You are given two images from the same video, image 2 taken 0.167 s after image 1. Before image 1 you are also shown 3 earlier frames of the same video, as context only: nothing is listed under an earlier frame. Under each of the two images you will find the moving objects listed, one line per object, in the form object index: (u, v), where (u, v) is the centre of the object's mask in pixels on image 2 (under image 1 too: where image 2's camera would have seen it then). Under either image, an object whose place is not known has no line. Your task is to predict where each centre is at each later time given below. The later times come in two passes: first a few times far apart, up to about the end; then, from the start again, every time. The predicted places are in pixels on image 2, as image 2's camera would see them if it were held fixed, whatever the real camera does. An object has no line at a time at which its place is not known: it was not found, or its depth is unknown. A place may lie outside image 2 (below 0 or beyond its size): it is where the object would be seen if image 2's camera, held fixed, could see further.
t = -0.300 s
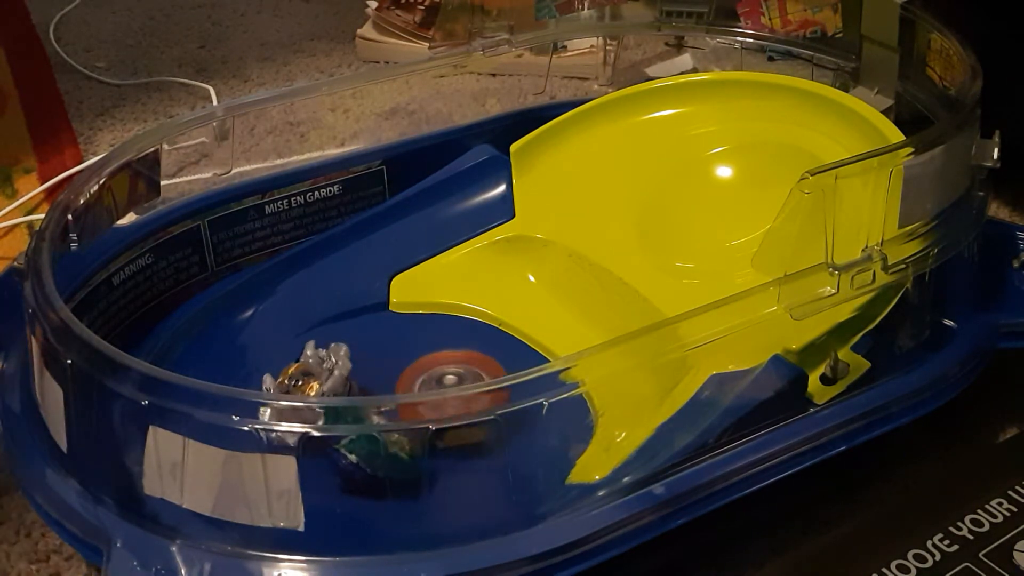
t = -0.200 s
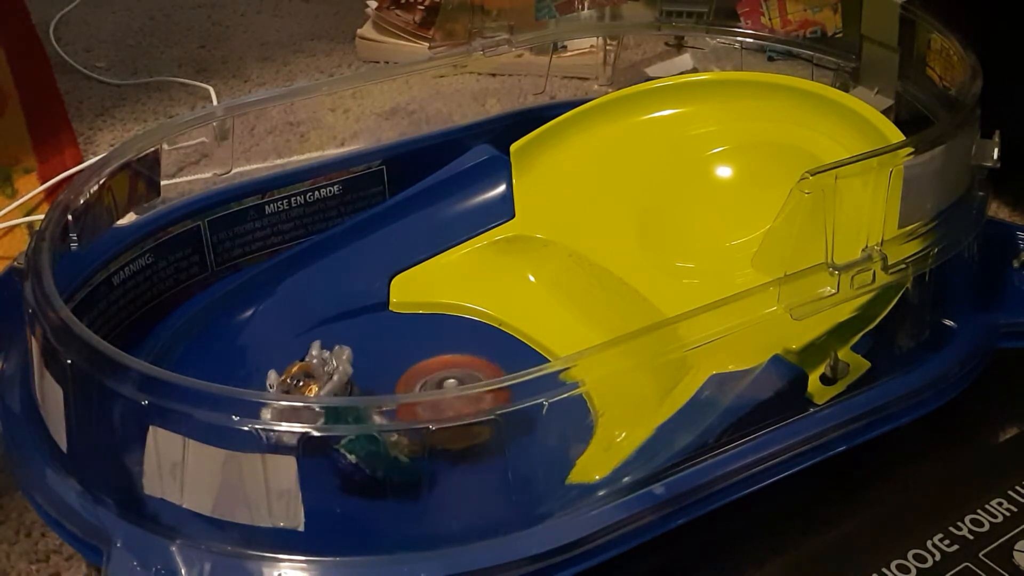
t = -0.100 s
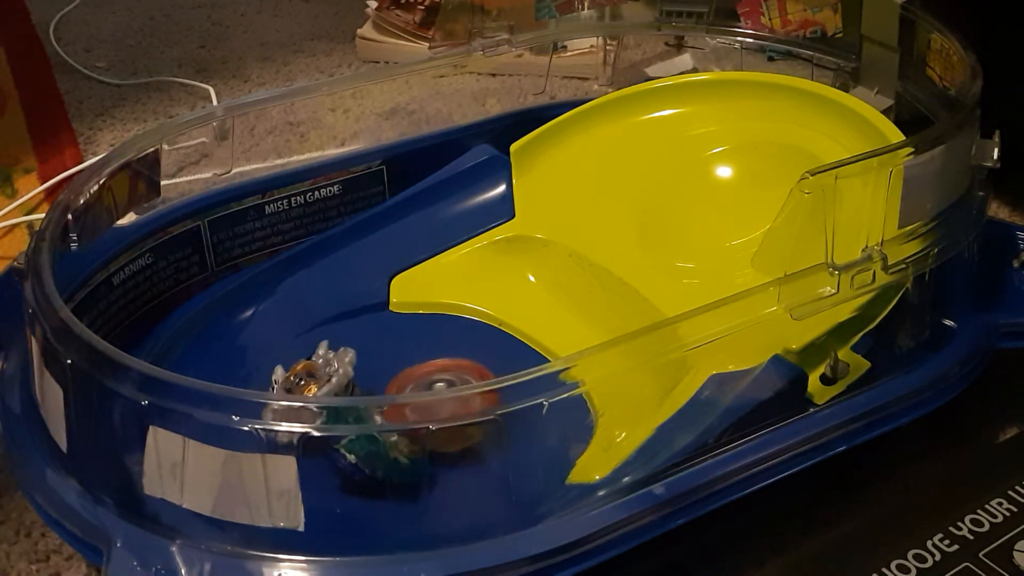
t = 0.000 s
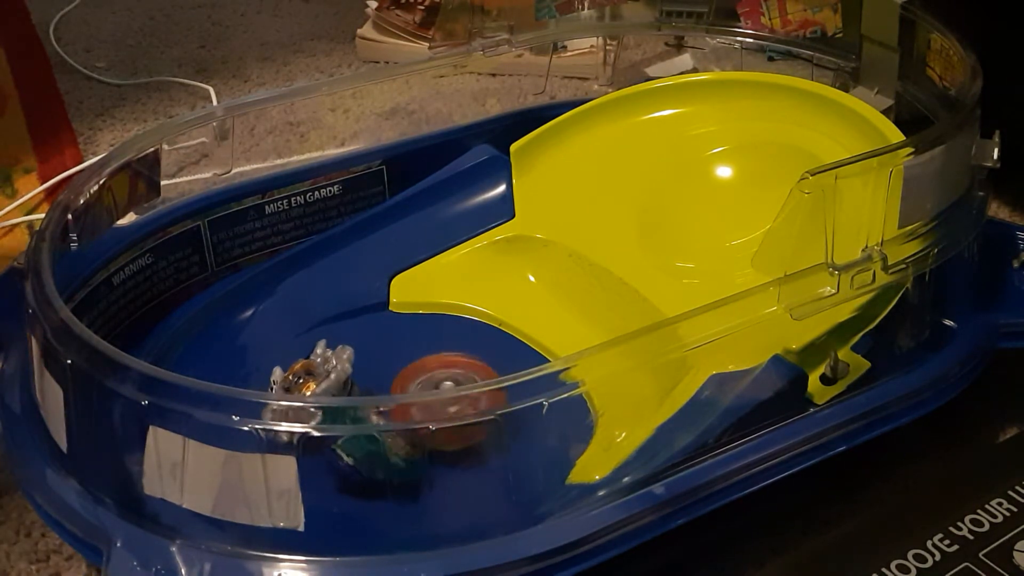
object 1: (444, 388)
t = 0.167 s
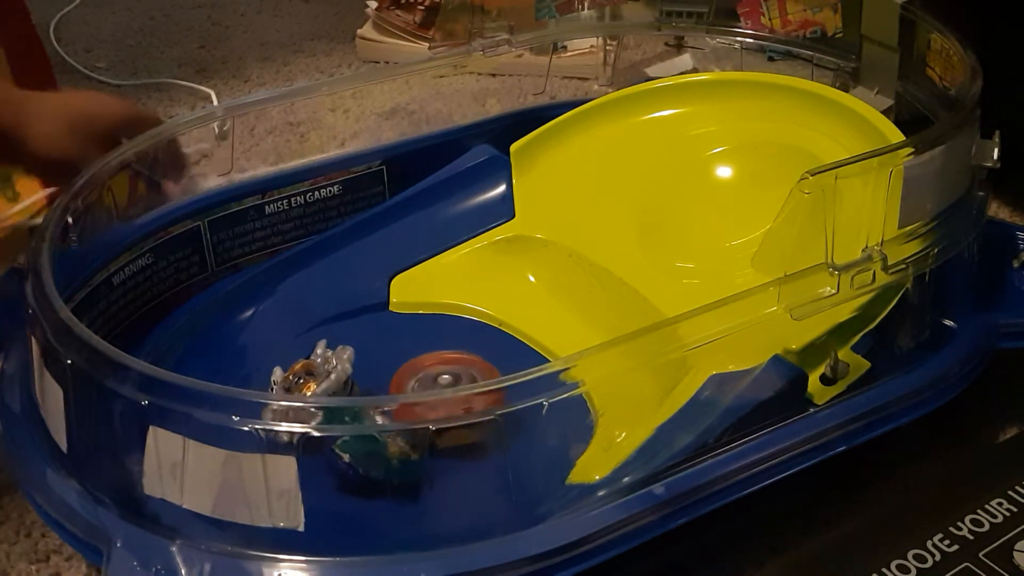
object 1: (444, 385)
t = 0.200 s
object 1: (440, 385)
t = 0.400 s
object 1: (418, 379)
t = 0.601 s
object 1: (413, 377)
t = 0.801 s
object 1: (431, 379)
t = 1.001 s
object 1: (451, 380)
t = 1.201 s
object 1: (436, 382)
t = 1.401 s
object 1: (406, 376)
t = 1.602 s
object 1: (428, 377)
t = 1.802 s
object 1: (437, 389)
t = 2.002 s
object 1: (445, 386)
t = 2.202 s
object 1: (432, 379)
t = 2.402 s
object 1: (411, 362)
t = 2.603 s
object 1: (409, 371)
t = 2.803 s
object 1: (430, 385)
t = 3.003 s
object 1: (426, 391)
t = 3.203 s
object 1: (411, 377)
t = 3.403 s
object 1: (416, 377)
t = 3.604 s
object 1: (433, 384)
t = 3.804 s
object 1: (411, 383)
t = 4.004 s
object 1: (424, 376)
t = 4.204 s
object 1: (432, 379)
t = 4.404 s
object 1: (438, 390)
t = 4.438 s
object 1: (436, 400)
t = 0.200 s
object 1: (440, 385)
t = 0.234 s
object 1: (438, 383)
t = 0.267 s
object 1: (435, 382)
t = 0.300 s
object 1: (428, 381)
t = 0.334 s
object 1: (423, 380)
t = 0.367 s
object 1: (419, 379)
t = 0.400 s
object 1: (418, 379)
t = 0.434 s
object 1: (416, 378)
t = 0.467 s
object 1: (414, 377)
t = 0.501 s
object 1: (414, 376)
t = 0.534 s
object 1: (415, 376)
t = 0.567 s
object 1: (414, 376)
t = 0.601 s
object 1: (413, 377)
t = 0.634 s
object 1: (414, 378)
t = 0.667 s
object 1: (416, 378)
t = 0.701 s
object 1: (417, 379)
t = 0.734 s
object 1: (418, 381)
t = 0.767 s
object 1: (429, 379)
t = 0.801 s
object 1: (431, 379)
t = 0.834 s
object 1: (434, 379)
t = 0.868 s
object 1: (438, 378)
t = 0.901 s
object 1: (442, 379)
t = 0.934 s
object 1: (448, 380)
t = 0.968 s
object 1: (451, 379)
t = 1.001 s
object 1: (451, 380)
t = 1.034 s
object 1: (452, 381)
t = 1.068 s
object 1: (453, 380)
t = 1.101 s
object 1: (449, 381)
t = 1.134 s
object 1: (447, 381)
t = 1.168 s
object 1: (442, 381)
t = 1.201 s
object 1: (436, 382)
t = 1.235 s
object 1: (428, 381)
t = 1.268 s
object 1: (421, 381)
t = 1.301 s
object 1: (418, 379)
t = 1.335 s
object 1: (415, 378)
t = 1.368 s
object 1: (408, 376)
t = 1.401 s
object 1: (406, 376)
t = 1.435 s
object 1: (406, 375)
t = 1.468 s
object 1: (409, 376)
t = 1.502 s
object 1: (414, 374)
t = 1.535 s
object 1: (419, 374)
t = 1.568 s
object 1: (425, 375)
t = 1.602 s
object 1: (428, 377)
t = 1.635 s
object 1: (431, 379)
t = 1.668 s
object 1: (433, 381)
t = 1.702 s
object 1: (436, 384)
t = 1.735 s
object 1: (438, 385)
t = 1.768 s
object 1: (437, 388)
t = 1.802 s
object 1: (437, 389)
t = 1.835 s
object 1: (438, 389)
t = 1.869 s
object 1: (441, 389)
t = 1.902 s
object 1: (441, 388)
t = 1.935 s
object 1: (444, 387)
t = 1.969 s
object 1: (442, 387)
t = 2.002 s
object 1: (445, 386)
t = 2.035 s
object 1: (441, 385)
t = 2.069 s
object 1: (442, 384)
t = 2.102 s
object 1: (436, 383)
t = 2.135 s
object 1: (437, 382)
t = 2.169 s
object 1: (432, 380)
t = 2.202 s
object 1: (432, 379)
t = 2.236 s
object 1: (428, 376)
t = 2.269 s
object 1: (426, 374)
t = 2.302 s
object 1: (419, 372)
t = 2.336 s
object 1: (416, 363)
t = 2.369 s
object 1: (411, 363)
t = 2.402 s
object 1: (411, 362)
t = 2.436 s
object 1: (407, 361)
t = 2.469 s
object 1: (406, 361)
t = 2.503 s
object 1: (405, 360)
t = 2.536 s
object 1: (407, 360)
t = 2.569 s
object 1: (407, 362)
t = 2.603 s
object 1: (409, 371)
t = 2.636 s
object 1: (413, 374)
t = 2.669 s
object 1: (416, 375)
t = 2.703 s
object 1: (420, 378)
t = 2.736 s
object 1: (421, 381)
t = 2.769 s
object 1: (425, 383)
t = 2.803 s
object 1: (430, 385)
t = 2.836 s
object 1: (434, 384)
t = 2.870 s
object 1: (437, 385)
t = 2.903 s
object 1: (435, 386)
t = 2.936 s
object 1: (434, 387)
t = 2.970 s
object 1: (429, 390)
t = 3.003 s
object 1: (426, 391)
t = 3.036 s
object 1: (427, 390)
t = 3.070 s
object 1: (420, 390)
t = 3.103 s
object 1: (418, 387)
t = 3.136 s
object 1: (416, 383)
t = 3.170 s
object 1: (412, 379)
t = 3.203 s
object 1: (411, 377)
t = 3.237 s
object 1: (408, 376)
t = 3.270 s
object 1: (408, 375)
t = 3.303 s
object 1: (412, 374)
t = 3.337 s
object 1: (413, 375)
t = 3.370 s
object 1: (414, 375)
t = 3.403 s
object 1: (416, 377)
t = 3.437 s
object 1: (419, 379)
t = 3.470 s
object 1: (426, 379)
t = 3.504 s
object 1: (430, 382)
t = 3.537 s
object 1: (431, 383)
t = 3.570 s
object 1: (434, 382)
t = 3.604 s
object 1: (433, 384)
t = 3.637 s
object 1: (428, 388)
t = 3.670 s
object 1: (425, 391)
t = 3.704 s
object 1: (418, 392)
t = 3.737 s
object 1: (416, 392)
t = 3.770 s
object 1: (411, 385)
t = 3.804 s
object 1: (411, 383)
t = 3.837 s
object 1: (409, 384)
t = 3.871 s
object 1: (409, 382)
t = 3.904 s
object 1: (413, 379)
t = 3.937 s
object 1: (417, 378)
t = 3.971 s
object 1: (421, 376)
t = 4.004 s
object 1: (424, 376)
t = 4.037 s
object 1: (424, 375)
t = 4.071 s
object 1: (424, 376)
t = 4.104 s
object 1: (425, 376)
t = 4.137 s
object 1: (426, 375)
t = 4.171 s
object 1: (429, 377)
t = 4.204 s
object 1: (432, 379)
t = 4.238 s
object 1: (435, 382)
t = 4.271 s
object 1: (437, 386)
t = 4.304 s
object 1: (437, 389)
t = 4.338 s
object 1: (436, 389)
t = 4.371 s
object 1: (435, 390)
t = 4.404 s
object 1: (438, 390)
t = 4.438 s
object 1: (436, 400)
